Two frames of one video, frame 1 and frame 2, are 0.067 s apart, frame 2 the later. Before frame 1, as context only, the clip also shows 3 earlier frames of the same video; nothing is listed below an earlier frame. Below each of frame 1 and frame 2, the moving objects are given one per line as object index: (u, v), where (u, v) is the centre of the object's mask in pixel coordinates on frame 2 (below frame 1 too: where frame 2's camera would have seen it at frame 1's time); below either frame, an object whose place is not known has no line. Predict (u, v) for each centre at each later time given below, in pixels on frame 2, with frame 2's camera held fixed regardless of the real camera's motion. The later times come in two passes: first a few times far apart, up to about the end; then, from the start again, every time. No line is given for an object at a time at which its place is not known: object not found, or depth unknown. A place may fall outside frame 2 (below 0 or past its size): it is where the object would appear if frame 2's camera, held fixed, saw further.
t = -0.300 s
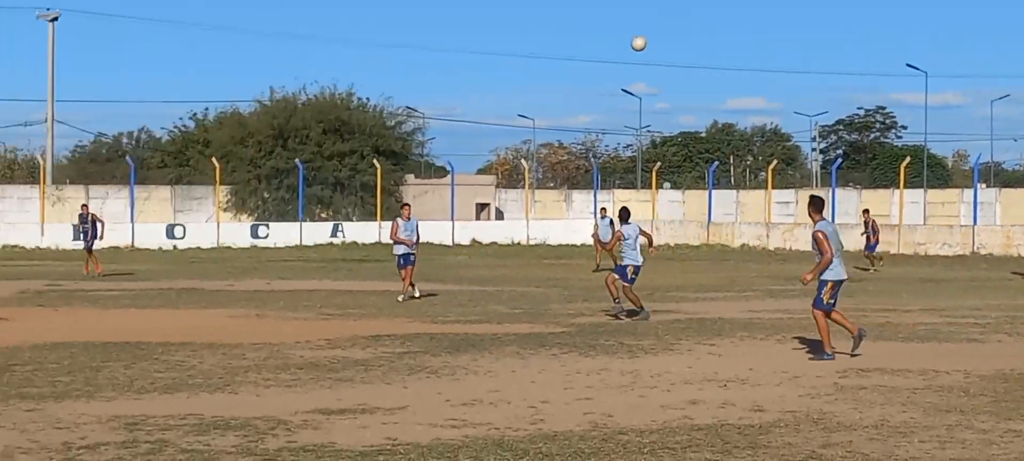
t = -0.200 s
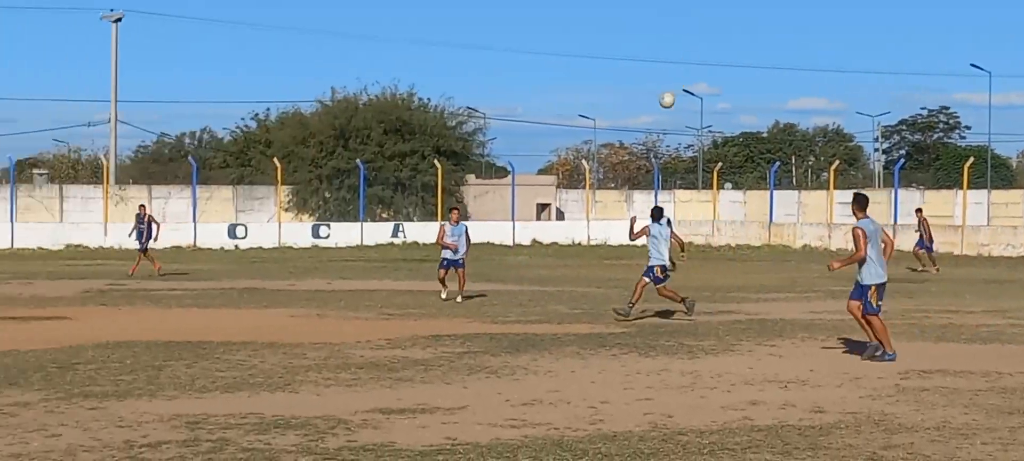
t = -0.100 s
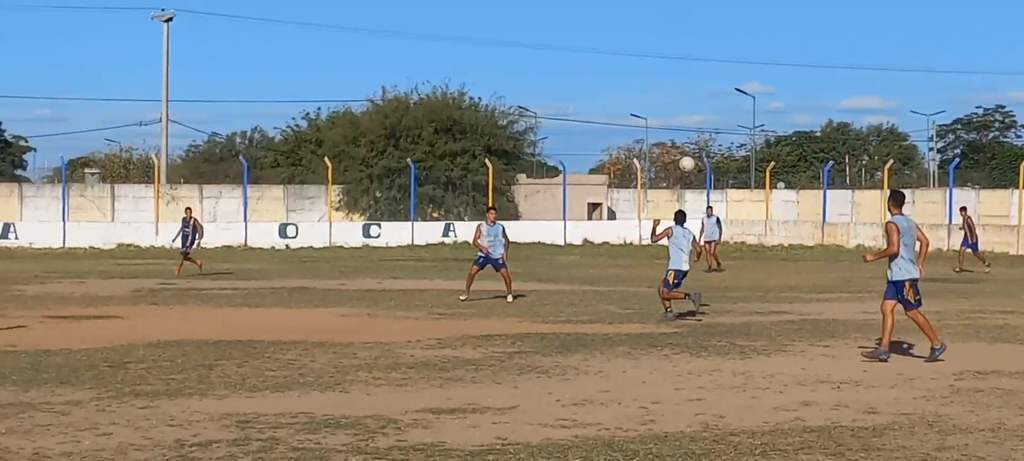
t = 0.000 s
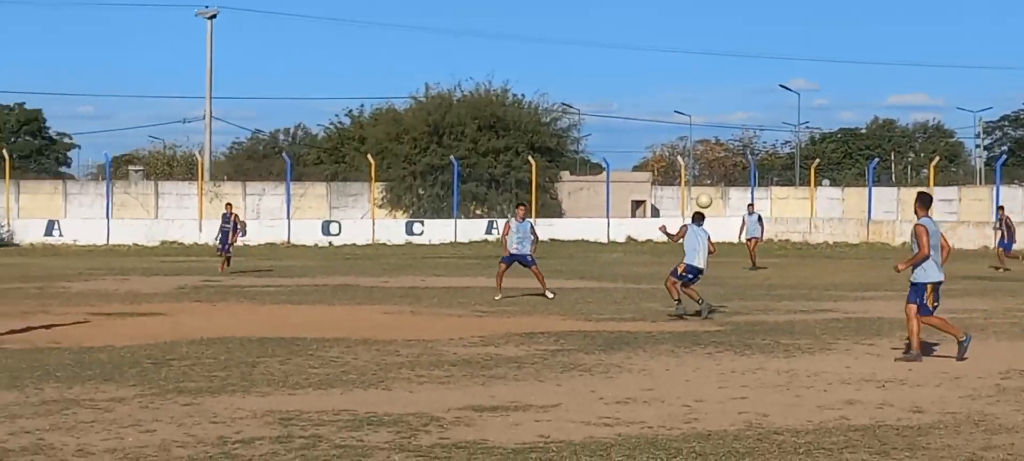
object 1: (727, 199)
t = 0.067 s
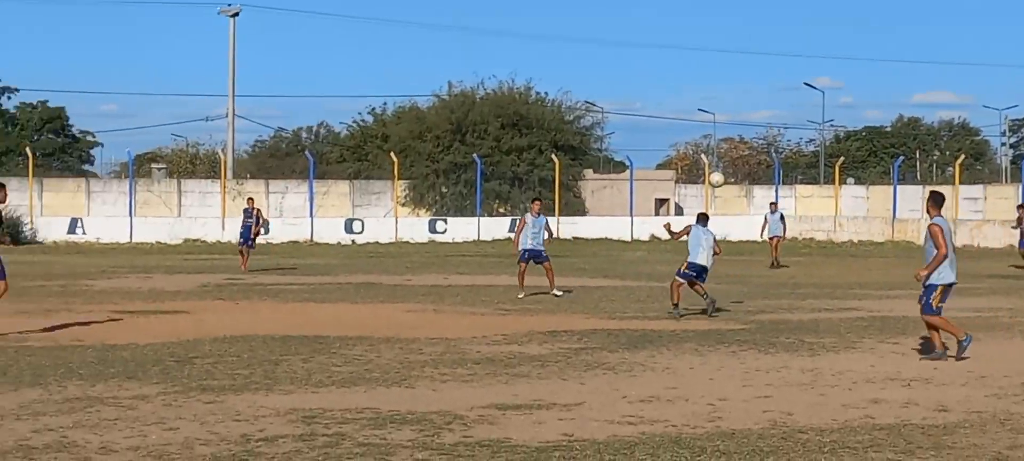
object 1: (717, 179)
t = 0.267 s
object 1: (687, 141)
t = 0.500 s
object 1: (654, 133)
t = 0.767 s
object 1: (620, 166)
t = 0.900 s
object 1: (605, 197)
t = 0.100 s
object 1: (711, 170)
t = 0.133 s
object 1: (707, 163)
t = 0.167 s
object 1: (701, 156)
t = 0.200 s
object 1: (697, 150)
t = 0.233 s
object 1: (692, 145)
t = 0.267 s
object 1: (687, 141)
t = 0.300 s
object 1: (682, 138)
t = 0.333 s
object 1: (677, 135)
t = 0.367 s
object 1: (673, 134)
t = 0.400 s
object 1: (668, 133)
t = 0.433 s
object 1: (663, 132)
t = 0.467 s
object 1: (658, 132)
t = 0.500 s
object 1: (654, 133)
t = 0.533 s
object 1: (649, 135)
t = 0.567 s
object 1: (645, 137)
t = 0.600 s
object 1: (641, 141)
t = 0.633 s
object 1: (637, 144)
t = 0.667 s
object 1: (633, 149)
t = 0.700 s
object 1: (629, 153)
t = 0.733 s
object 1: (624, 159)
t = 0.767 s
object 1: (620, 166)
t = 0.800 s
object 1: (616, 173)
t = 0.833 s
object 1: (612, 181)
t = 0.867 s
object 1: (609, 189)
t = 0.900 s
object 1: (605, 197)
